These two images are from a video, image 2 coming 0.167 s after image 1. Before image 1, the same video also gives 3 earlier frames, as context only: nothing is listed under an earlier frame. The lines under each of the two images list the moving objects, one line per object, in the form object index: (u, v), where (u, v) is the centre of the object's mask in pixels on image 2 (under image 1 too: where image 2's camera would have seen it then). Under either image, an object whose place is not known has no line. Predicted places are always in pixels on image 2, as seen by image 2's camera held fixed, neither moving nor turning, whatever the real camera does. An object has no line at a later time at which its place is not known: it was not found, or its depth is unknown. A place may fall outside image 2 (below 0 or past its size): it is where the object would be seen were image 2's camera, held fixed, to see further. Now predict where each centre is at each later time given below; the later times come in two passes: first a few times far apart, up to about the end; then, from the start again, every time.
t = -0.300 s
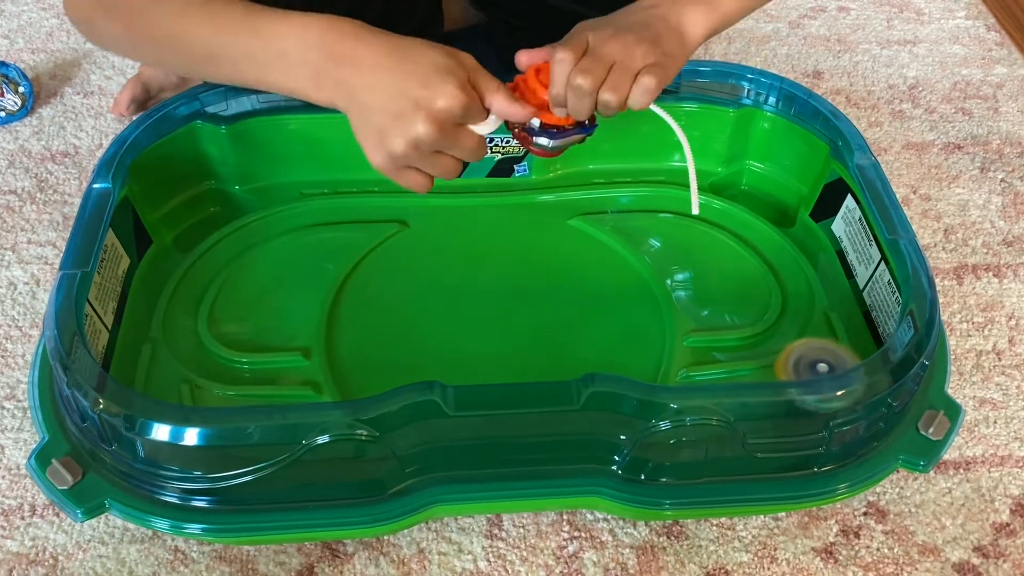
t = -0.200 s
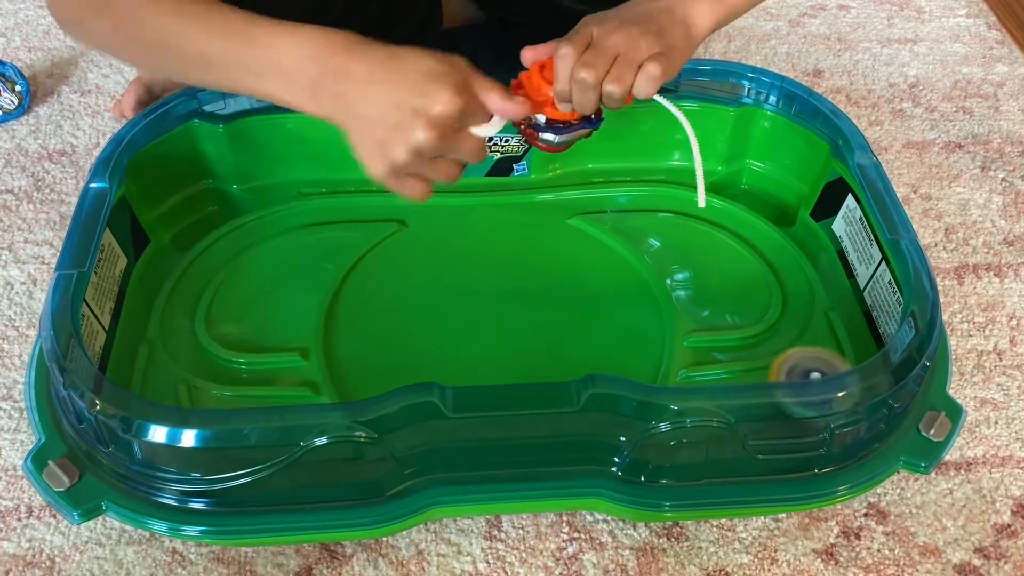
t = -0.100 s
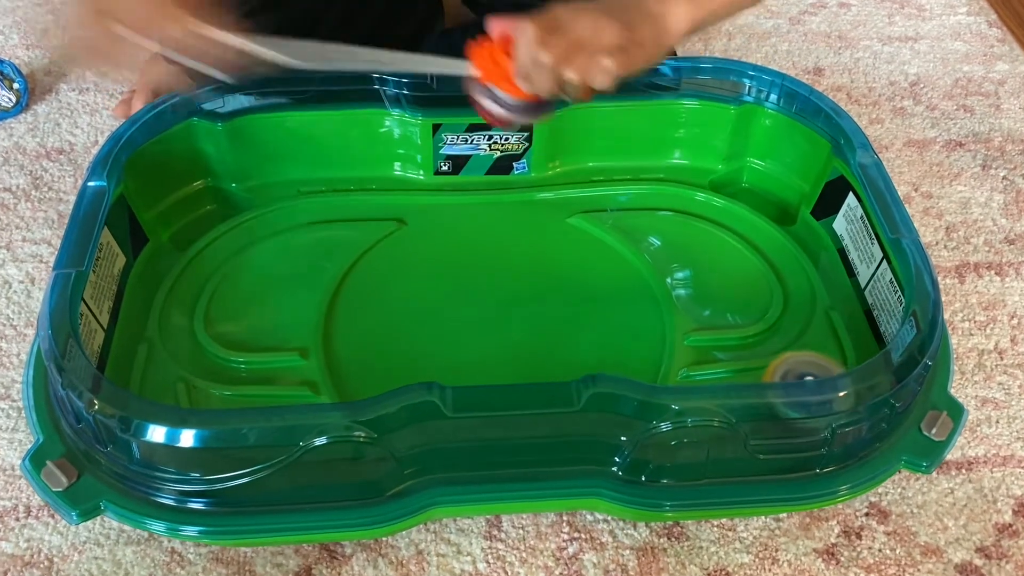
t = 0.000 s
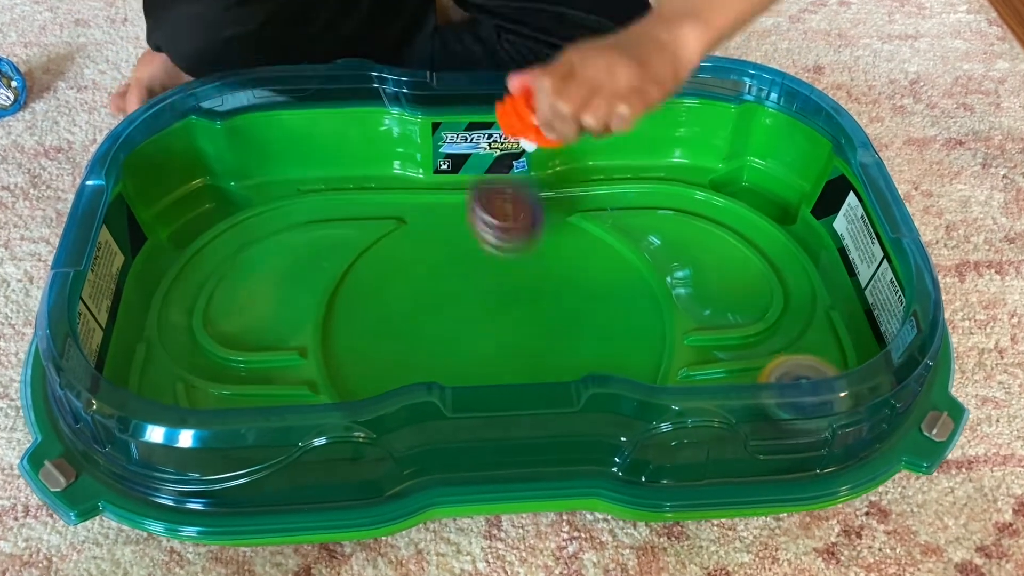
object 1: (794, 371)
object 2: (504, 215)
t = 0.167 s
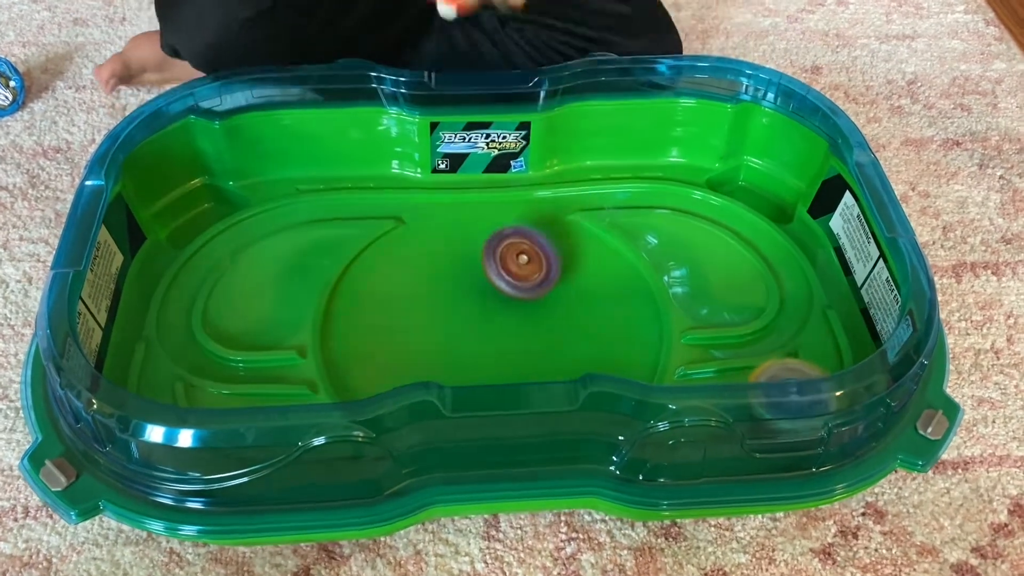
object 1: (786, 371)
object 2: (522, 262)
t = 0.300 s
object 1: (778, 373)
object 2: (535, 267)
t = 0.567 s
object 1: (751, 377)
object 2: (552, 215)
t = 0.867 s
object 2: (535, 213)
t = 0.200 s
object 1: (783, 372)
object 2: (525, 265)
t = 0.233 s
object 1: (782, 372)
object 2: (528, 267)
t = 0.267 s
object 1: (781, 373)
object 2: (532, 268)
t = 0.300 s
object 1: (778, 373)
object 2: (535, 267)
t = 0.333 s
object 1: (776, 374)
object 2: (539, 265)
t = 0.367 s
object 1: (772, 374)
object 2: (542, 262)
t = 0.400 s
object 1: (768, 375)
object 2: (545, 257)
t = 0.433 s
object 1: (764, 375)
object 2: (548, 251)
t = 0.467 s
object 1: (761, 376)
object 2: (551, 243)
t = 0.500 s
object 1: (758, 376)
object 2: (552, 235)
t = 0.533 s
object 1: (755, 377)
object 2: (553, 226)
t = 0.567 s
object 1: (751, 377)
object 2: (552, 215)
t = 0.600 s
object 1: (746, 378)
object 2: (551, 205)
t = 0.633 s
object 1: (742, 378)
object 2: (549, 193)
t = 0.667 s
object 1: (736, 379)
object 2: (546, 183)
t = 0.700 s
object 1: (729, 379)
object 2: (545, 179)
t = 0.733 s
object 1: (722, 380)
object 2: (543, 185)
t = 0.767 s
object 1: (714, 381)
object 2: (542, 192)
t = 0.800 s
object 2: (540, 199)
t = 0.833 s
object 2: (537, 206)
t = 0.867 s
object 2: (535, 213)
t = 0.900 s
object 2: (532, 219)
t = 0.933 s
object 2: (529, 226)
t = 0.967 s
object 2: (526, 231)
